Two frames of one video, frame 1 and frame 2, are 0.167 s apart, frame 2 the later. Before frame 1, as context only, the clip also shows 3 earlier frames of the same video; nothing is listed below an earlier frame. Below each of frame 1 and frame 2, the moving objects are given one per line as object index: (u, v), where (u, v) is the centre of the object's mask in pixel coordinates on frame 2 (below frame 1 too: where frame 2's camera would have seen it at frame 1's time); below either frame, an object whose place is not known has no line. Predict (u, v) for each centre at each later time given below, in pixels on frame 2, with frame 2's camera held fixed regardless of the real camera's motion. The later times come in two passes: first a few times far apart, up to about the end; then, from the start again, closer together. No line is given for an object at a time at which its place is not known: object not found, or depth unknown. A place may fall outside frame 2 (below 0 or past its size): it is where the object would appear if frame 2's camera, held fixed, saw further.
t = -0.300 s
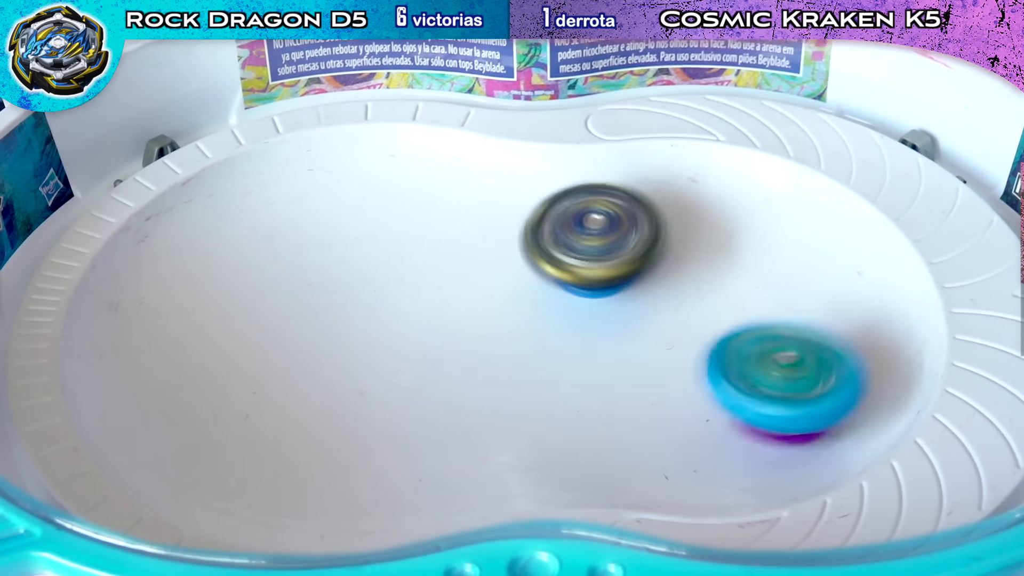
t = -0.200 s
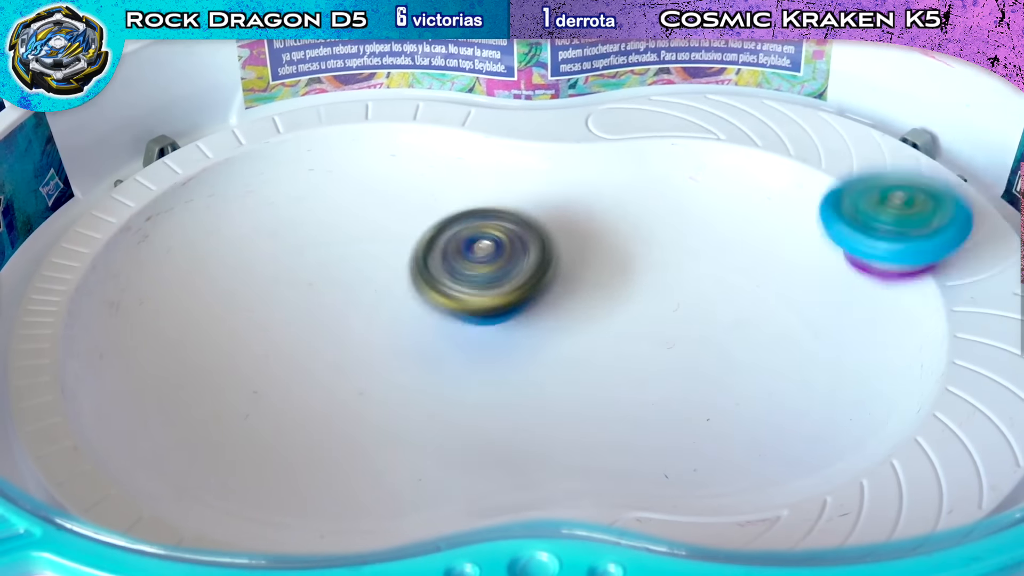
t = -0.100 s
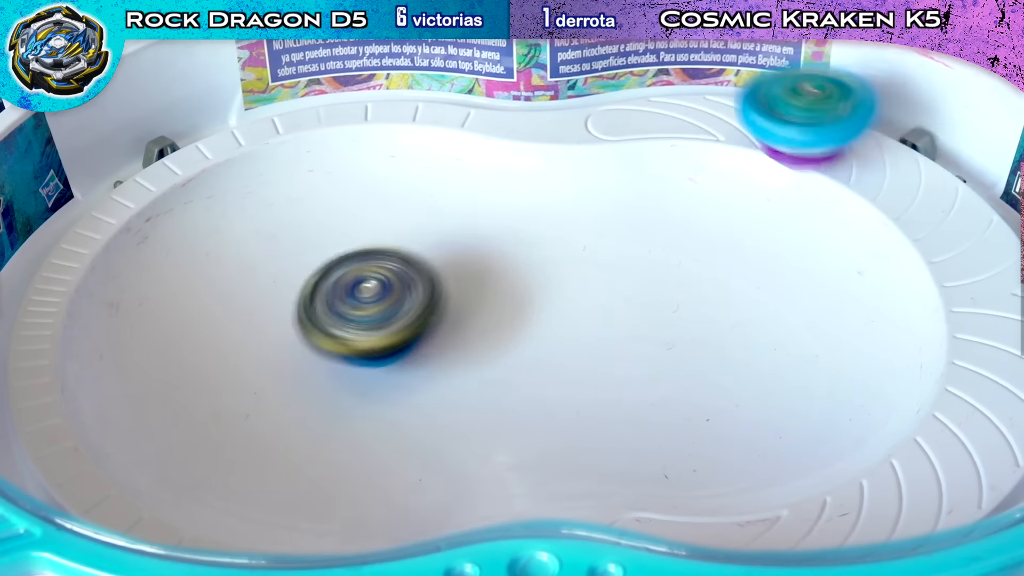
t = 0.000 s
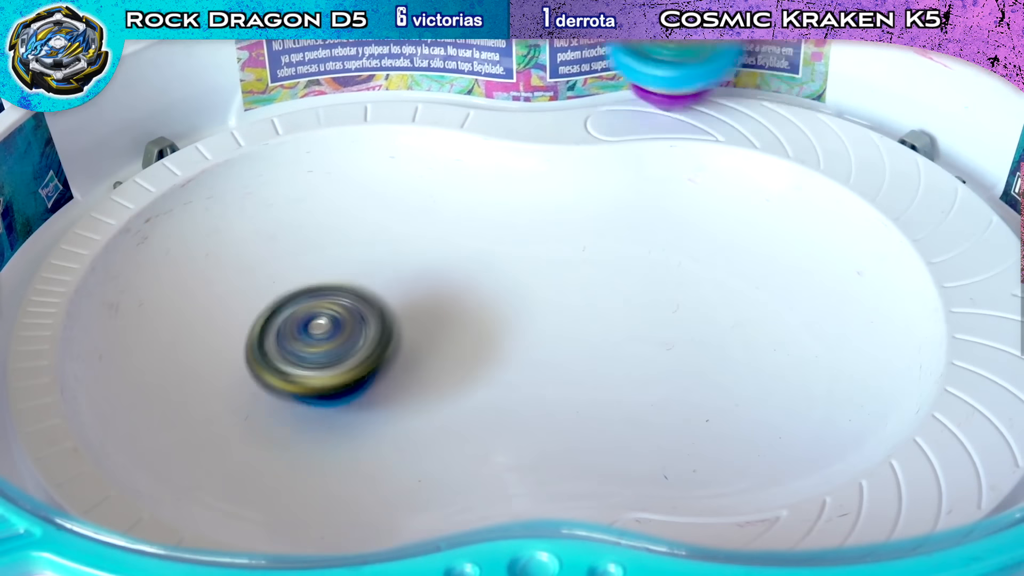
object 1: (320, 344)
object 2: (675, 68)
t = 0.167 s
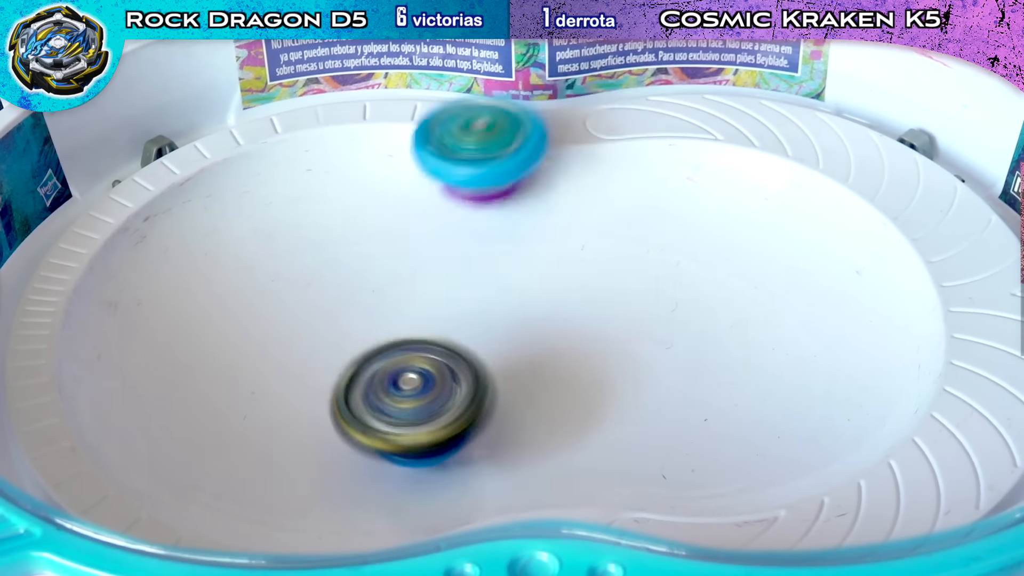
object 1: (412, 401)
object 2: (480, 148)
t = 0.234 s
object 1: (494, 394)
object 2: (372, 230)
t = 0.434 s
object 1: (831, 296)
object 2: (139, 413)
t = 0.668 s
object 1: (627, 196)
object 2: (737, 376)
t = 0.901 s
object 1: (100, 331)
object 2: (755, 88)
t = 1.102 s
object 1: (347, 464)
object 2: (572, 75)
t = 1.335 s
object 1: (892, 206)
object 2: (355, 149)
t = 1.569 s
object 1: (781, 82)
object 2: (221, 462)
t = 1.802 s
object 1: (592, 231)
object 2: (844, 398)
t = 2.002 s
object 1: (347, 425)
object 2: (591, 68)
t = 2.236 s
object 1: (357, 423)
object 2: (92, 411)
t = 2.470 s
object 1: (518, 310)
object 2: (870, 375)
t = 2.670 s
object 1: (386, 270)
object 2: (426, 55)
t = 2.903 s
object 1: (148, 341)
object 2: (64, 426)
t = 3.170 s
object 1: (637, 422)
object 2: (986, 165)
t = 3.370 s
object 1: (828, 136)
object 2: (466, 104)
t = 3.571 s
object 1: (583, 73)
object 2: (111, 392)
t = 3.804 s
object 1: (244, 214)
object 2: (723, 414)
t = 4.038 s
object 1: (403, 465)
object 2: (758, 149)
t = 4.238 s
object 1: (882, 252)
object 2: (370, 243)
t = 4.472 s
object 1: (627, 74)
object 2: (202, 387)
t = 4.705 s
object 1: (349, 279)
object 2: (371, 447)
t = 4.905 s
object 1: (190, 447)
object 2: (498, 357)
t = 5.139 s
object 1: (619, 397)
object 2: (509, 254)
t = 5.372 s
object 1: (755, 189)
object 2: (430, 218)
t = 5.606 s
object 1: (483, 241)
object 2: (293, 245)
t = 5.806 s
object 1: (450, 355)
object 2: (128, 334)
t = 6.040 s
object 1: (682, 376)
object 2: (312, 441)
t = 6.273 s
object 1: (824, 233)
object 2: (531, 333)
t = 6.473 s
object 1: (494, 167)
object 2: (616, 295)
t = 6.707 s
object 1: (136, 365)
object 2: (704, 335)
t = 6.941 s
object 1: (661, 416)
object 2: (797, 329)
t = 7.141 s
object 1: (682, 418)
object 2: (755, 189)
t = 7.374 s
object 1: (558, 346)
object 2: (497, 254)
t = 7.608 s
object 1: (245, 297)
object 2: (237, 195)
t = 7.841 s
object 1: (158, 386)
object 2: (255, 283)
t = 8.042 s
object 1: (391, 382)
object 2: (466, 279)
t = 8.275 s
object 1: (437, 263)
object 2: (699, 303)
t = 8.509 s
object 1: (320, 200)
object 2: (803, 392)
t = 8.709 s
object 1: (286, 316)
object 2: (721, 413)
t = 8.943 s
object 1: (478, 383)
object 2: (581, 321)
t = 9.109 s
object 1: (622, 389)
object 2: (583, 182)
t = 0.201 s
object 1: (450, 399)
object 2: (434, 189)
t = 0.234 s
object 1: (494, 394)
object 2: (372, 230)
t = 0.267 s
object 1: (545, 385)
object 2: (301, 262)
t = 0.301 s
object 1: (601, 374)
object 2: (239, 290)
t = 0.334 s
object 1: (662, 362)
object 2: (184, 321)
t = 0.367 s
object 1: (727, 350)
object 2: (139, 355)
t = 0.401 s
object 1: (785, 329)
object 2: (119, 385)
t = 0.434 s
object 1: (831, 296)
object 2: (139, 413)
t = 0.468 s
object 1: (861, 260)
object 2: (186, 445)
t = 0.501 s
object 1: (862, 221)
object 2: (260, 474)
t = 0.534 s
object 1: (847, 201)
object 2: (355, 475)
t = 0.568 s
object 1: (813, 195)
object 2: (453, 452)
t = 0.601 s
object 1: (763, 194)
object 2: (550, 426)
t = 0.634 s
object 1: (698, 192)
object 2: (647, 404)
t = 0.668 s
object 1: (627, 196)
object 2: (737, 376)
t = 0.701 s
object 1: (551, 207)
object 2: (808, 335)
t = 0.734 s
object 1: (469, 230)
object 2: (859, 285)
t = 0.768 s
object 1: (381, 258)
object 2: (872, 224)
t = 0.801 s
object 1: (295, 280)
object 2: (861, 173)
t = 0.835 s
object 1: (218, 299)
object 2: (835, 137)
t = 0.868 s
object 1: (148, 318)
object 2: (796, 110)
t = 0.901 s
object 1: (100, 331)
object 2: (755, 88)
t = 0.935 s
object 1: (93, 346)
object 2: (718, 76)
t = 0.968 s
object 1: (97, 379)
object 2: (685, 69)
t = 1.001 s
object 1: (131, 409)
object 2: (655, 67)
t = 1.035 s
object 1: (178, 449)
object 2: (626, 69)
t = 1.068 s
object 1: (257, 466)
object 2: (598, 72)
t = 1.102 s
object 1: (347, 464)
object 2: (572, 75)
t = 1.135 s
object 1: (443, 441)
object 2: (545, 78)
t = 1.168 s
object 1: (541, 419)
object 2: (518, 80)
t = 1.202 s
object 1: (637, 400)
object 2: (490, 82)
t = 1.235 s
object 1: (736, 373)
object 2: (463, 82)
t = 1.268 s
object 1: (820, 332)
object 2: (432, 87)
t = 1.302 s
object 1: (879, 273)
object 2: (395, 110)
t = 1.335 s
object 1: (892, 206)
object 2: (355, 149)
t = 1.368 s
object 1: (887, 160)
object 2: (307, 188)
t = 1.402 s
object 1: (881, 129)
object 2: (253, 230)
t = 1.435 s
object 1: (877, 102)
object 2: (198, 277)
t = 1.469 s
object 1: (868, 85)
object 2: (158, 328)
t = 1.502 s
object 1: (838, 82)
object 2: (136, 385)
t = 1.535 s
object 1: (809, 81)
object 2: (156, 426)
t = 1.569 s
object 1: (781, 82)
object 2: (221, 462)
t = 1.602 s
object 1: (755, 84)
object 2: (312, 475)
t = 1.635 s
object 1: (733, 86)
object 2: (416, 467)
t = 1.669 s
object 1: (710, 93)
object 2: (517, 454)
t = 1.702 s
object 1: (685, 108)
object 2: (612, 448)
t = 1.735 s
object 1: (658, 139)
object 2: (699, 440)
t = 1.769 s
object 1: (628, 184)
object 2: (778, 430)
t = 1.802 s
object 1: (592, 231)
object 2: (844, 398)
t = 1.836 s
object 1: (550, 276)
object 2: (879, 353)
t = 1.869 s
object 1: (502, 319)
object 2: (876, 285)
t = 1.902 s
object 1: (456, 356)
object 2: (845, 209)
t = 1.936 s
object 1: (414, 384)
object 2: (774, 146)
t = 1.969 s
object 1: (378, 408)
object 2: (681, 92)
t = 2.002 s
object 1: (347, 425)
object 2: (591, 68)
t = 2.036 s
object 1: (322, 434)
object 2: (497, 70)
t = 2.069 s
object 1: (305, 441)
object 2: (407, 89)
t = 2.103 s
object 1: (298, 442)
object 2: (308, 135)
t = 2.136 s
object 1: (300, 442)
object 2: (214, 199)
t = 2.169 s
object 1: (311, 439)
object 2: (128, 262)
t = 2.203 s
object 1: (330, 432)
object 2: (89, 333)
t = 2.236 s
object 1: (357, 423)
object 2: (92, 411)
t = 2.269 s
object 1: (387, 407)
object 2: (155, 477)
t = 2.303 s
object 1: (422, 390)
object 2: (295, 496)
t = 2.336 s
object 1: (456, 364)
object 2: (436, 473)
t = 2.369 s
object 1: (482, 351)
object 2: (568, 453)
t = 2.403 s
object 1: (504, 339)
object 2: (685, 438)
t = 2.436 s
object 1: (516, 325)
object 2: (793, 426)
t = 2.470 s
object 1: (518, 310)
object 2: (870, 375)
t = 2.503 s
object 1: (514, 300)
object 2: (889, 305)
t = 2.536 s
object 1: (503, 290)
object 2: (855, 222)
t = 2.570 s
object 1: (485, 281)
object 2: (771, 152)
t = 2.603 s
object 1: (460, 275)
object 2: (659, 93)
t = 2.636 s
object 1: (428, 271)
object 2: (546, 67)
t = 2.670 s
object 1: (386, 270)
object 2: (426, 55)
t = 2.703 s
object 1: (338, 269)
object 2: (305, 53)
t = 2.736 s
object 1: (289, 271)
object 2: (179, 65)
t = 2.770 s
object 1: (242, 276)
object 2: (87, 105)
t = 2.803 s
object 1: (201, 287)
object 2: (27, 157)
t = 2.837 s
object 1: (167, 301)
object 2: (9, 225)
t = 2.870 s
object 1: (146, 322)
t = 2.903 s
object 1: (148, 341)
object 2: (64, 426)
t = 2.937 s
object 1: (138, 371)
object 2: (219, 478)
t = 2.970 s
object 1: (169, 414)
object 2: (433, 463)
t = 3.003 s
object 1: (216, 444)
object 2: (646, 427)
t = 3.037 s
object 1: (284, 468)
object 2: (835, 415)
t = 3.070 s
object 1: (369, 473)
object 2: (974, 377)
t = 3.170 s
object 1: (637, 422)
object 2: (986, 165)
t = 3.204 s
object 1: (726, 400)
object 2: (940, 117)
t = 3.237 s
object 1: (801, 361)
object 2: (850, 82)
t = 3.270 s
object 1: (857, 306)
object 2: (752, 69)
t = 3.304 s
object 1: (875, 241)
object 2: (649, 69)
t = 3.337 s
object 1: (859, 181)
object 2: (558, 78)
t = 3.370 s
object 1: (828, 136)
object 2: (466, 104)
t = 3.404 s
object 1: (785, 103)
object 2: (372, 153)
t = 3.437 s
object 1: (742, 81)
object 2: (280, 200)
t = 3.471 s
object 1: (708, 68)
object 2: (190, 225)
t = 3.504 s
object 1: (668, 67)
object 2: (126, 270)
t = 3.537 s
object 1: (624, 70)
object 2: (97, 326)
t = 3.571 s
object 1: (583, 73)
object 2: (111, 392)
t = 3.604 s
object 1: (540, 77)
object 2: (171, 447)
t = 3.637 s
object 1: (496, 81)
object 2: (272, 474)
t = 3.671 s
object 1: (452, 86)
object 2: (381, 492)
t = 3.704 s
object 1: (409, 104)
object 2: (486, 480)
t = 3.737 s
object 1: (355, 133)
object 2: (576, 456)
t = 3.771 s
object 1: (303, 172)
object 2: (655, 427)
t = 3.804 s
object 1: (244, 214)
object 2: (723, 414)
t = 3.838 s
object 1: (186, 259)
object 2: (786, 414)
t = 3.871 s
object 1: (134, 308)
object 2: (818, 370)
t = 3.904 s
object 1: (108, 361)
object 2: (835, 325)
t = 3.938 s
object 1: (130, 415)
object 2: (840, 278)
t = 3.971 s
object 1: (200, 459)
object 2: (832, 230)
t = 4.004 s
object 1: (293, 479)
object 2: (806, 182)
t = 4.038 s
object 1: (403, 465)
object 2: (758, 149)
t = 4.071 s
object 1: (507, 432)
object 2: (697, 131)
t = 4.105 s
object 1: (605, 414)
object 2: (631, 132)
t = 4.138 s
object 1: (697, 420)
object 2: (564, 154)
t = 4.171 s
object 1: (784, 384)
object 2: (497, 184)
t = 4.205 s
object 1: (854, 326)
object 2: (432, 214)
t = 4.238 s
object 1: (882, 252)
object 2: (370, 243)
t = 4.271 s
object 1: (869, 182)
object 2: (314, 265)
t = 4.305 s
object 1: (828, 130)
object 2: (269, 284)
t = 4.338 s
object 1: (779, 96)
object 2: (237, 303)
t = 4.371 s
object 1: (742, 72)
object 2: (218, 322)
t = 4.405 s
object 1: (702, 66)
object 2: (206, 344)
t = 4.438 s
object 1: (662, 70)
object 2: (202, 366)
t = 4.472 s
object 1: (627, 74)
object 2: (202, 387)
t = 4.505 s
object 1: (597, 82)
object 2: (210, 406)
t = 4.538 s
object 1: (567, 95)
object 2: (224, 424)
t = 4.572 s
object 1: (537, 119)
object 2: (244, 438)
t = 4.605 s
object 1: (505, 167)
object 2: (271, 449)
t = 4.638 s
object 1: (459, 207)
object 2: (304, 455)
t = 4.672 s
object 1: (406, 245)
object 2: (339, 453)
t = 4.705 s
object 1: (349, 279)
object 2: (371, 447)
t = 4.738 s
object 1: (297, 306)
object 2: (400, 436)
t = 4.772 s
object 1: (251, 333)
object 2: (423, 419)
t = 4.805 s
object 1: (216, 362)
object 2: (443, 403)
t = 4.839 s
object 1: (192, 392)
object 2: (463, 386)
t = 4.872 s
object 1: (182, 421)
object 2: (482, 372)
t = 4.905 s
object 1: (190, 447)
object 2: (498, 357)
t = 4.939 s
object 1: (218, 468)
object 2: (509, 342)
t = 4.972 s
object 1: (269, 480)
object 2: (516, 326)
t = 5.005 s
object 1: (335, 482)
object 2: (520, 311)
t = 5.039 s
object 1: (410, 467)
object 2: (524, 296)
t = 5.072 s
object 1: (484, 444)
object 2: (523, 280)
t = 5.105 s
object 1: (555, 418)
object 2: (517, 266)
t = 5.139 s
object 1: (619, 397)
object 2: (509, 254)
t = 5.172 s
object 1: (674, 370)
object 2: (498, 245)
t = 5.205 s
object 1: (720, 341)
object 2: (486, 238)
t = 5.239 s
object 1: (753, 311)
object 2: (473, 233)
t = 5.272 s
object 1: (773, 279)
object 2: (462, 229)
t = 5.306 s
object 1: (780, 247)
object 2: (451, 225)
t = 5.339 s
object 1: (774, 216)
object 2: (441, 221)
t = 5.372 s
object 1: (755, 189)
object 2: (430, 218)
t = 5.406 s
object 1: (726, 166)
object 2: (419, 217)
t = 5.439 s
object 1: (689, 152)
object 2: (408, 217)
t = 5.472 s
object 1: (645, 154)
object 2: (395, 219)
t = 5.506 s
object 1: (597, 169)
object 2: (382, 223)
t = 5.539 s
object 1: (544, 191)
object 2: (367, 232)
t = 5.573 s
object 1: (493, 215)
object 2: (345, 241)
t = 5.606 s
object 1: (483, 241)
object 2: (293, 245)
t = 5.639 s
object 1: (469, 268)
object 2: (250, 251)
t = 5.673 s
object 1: (455, 292)
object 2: (216, 263)
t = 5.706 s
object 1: (445, 313)
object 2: (183, 278)
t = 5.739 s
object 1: (441, 329)
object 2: (157, 294)
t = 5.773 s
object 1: (443, 343)
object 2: (137, 312)
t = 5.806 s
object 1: (450, 355)
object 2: (128, 334)
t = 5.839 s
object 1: (463, 363)
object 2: (130, 357)
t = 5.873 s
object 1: (483, 369)
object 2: (140, 382)
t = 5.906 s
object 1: (513, 372)
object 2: (162, 404)
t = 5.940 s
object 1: (548, 374)
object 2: (191, 423)
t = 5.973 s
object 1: (589, 374)
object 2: (230, 437)
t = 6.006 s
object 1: (633, 374)
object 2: (273, 442)
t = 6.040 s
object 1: (682, 376)
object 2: (312, 441)
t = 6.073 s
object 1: (727, 376)
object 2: (349, 432)
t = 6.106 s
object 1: (768, 369)
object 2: (385, 419)
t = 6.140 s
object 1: (804, 351)
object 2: (418, 398)
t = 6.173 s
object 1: (831, 327)
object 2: (449, 380)
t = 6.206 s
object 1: (844, 296)
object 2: (479, 363)
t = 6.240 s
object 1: (841, 264)
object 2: (507, 348)
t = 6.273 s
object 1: (824, 233)
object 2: (531, 333)
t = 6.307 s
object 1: (786, 205)
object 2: (553, 317)
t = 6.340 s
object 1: (736, 184)
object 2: (571, 303)
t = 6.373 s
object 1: (676, 172)
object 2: (589, 291)
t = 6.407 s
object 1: (615, 166)
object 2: (603, 287)
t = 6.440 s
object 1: (557, 157)
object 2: (608, 291)
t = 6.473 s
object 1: (494, 167)
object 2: (616, 295)
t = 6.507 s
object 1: (427, 183)
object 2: (626, 299)
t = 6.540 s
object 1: (358, 200)
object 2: (640, 304)
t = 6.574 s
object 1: (295, 217)
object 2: (652, 308)
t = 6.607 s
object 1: (237, 243)
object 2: (664, 314)
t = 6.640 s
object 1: (187, 278)
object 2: (677, 322)
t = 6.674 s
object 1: (152, 319)
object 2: (692, 328)
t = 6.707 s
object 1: (136, 365)
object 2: (704, 335)
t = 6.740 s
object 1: (143, 415)
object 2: (716, 340)
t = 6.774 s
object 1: (190, 453)
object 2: (727, 347)
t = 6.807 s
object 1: (279, 481)
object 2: (741, 350)
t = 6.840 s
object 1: (394, 474)
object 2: (749, 353)
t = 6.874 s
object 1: (504, 443)
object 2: (755, 352)
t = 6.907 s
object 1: (613, 427)
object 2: (762, 354)
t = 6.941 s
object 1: (661, 416)
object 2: (797, 329)
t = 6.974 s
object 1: (660, 423)
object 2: (848, 282)
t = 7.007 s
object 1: (664, 431)
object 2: (871, 239)
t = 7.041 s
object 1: (668, 430)
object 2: (865, 209)
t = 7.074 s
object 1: (673, 429)
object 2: (840, 190)
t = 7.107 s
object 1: (679, 425)
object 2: (801, 188)
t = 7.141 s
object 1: (682, 418)
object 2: (755, 189)
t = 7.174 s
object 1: (682, 411)
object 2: (708, 193)
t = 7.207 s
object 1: (677, 401)
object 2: (672, 199)
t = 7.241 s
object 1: (665, 390)
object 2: (637, 210)
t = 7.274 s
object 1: (648, 379)
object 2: (600, 222)
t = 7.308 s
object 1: (623, 367)
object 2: (568, 234)
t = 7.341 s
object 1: (592, 353)
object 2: (534, 248)
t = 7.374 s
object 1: (558, 346)
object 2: (497, 254)
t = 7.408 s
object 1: (522, 343)
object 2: (453, 241)
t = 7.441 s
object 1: (479, 338)
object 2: (406, 242)
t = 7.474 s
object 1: (435, 329)
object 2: (361, 238)
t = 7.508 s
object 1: (390, 321)
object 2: (323, 233)
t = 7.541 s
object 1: (344, 313)
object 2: (290, 222)
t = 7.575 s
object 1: (295, 305)
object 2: (260, 208)
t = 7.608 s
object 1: (245, 297)
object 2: (237, 195)
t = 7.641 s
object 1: (200, 292)
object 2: (216, 188)
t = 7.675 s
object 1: (161, 291)
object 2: (200, 189)
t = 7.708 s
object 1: (131, 296)
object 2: (195, 201)
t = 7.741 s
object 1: (114, 307)
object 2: (199, 220)
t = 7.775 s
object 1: (111, 328)
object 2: (211, 243)
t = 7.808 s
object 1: (128, 357)
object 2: (232, 266)
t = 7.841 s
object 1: (158, 386)
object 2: (255, 283)
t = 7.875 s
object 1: (197, 409)
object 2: (286, 300)
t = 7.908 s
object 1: (244, 420)
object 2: (319, 307)
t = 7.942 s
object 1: (292, 417)
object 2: (350, 309)
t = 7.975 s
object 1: (340, 402)
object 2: (386, 302)
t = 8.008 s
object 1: (377, 387)
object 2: (422, 294)
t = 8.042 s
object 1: (391, 382)
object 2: (466, 279)
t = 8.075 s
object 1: (403, 372)
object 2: (509, 262)
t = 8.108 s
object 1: (416, 355)
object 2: (549, 258)
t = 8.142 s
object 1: (427, 336)
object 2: (587, 252)
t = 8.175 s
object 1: (437, 318)
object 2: (618, 259)
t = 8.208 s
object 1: (444, 300)
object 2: (648, 271)
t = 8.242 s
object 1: (444, 282)
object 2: (672, 290)
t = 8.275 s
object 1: (437, 263)
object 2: (699, 303)
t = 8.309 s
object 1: (425, 246)
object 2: (722, 322)
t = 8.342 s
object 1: (411, 230)
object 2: (745, 336)
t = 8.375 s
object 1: (399, 213)
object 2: (763, 350)
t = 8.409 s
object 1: (381, 202)
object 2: (780, 362)
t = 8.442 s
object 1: (361, 196)
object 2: (791, 374)
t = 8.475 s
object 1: (340, 195)
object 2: (801, 383)
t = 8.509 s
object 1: (320, 200)
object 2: (803, 392)
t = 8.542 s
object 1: (301, 211)
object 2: (801, 398)
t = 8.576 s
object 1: (285, 228)
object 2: (793, 405)
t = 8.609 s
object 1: (275, 249)
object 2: (781, 408)
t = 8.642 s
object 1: (272, 272)
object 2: (763, 412)
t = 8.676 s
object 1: (275, 295)
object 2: (743, 412)
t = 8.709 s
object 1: (286, 316)
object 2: (721, 413)
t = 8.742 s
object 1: (304, 336)
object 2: (700, 408)
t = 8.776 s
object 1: (325, 354)
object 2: (675, 401)
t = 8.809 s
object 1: (350, 366)
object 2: (653, 392)
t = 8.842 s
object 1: (379, 374)
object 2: (630, 378)
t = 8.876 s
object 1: (411, 378)
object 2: (609, 364)
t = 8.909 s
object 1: (446, 380)
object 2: (589, 344)
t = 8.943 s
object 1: (478, 383)
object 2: (581, 321)
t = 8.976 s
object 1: (501, 387)
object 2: (581, 291)
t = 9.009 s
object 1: (529, 389)
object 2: (580, 264)
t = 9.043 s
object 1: (560, 390)
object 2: (580, 233)
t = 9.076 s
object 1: (592, 390)
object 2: (582, 207)
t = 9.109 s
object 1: (622, 389)
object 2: (583, 182)
